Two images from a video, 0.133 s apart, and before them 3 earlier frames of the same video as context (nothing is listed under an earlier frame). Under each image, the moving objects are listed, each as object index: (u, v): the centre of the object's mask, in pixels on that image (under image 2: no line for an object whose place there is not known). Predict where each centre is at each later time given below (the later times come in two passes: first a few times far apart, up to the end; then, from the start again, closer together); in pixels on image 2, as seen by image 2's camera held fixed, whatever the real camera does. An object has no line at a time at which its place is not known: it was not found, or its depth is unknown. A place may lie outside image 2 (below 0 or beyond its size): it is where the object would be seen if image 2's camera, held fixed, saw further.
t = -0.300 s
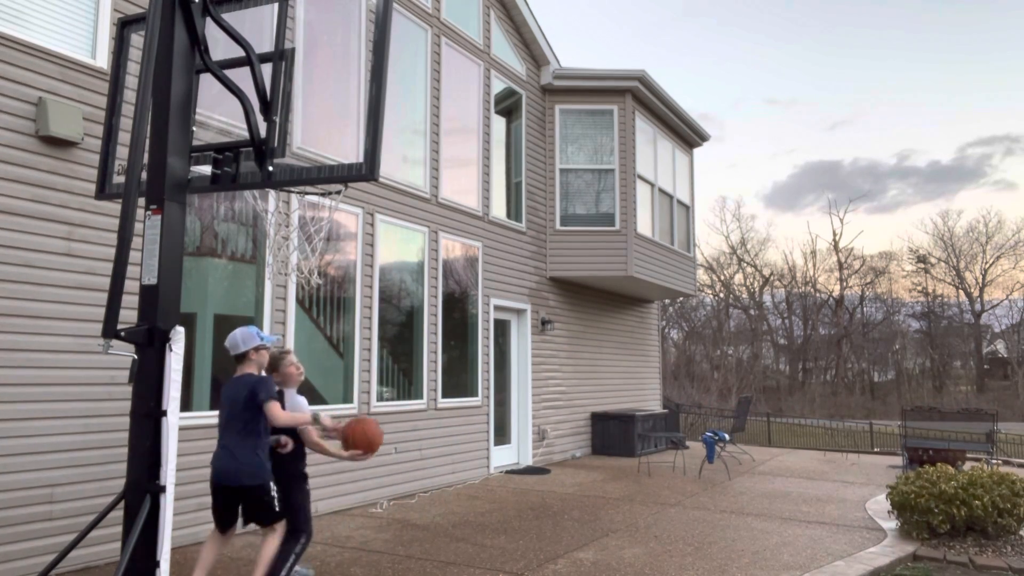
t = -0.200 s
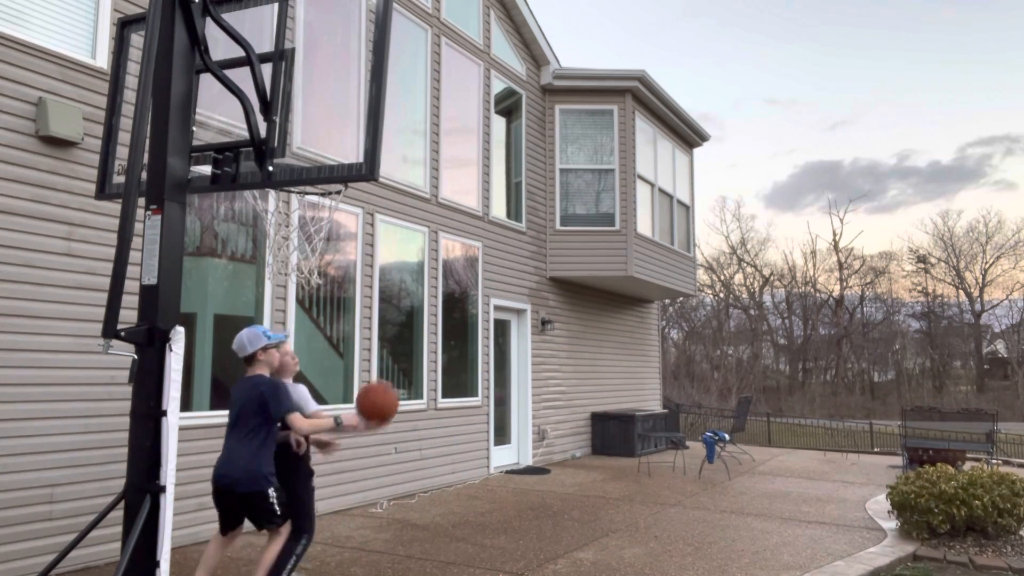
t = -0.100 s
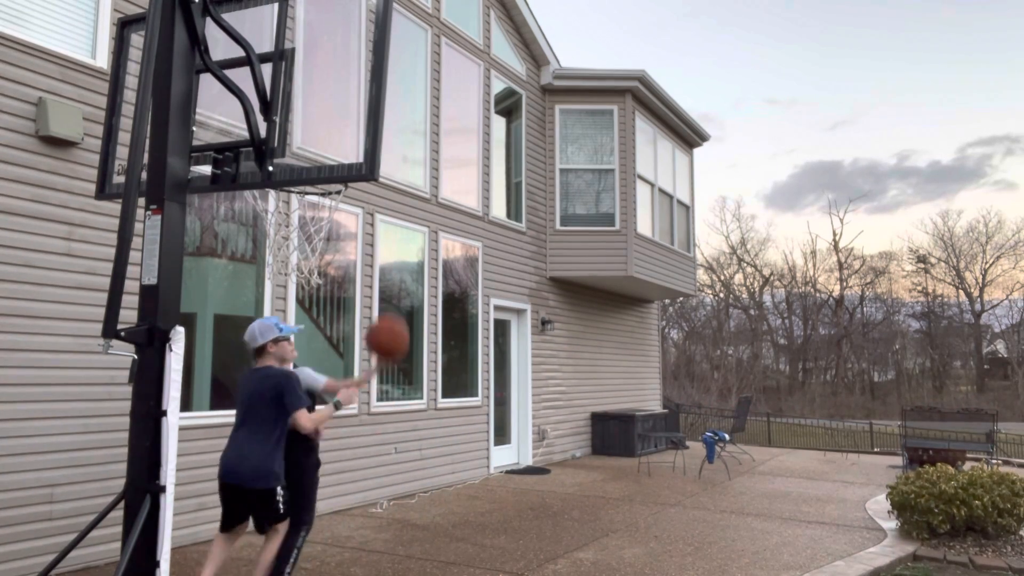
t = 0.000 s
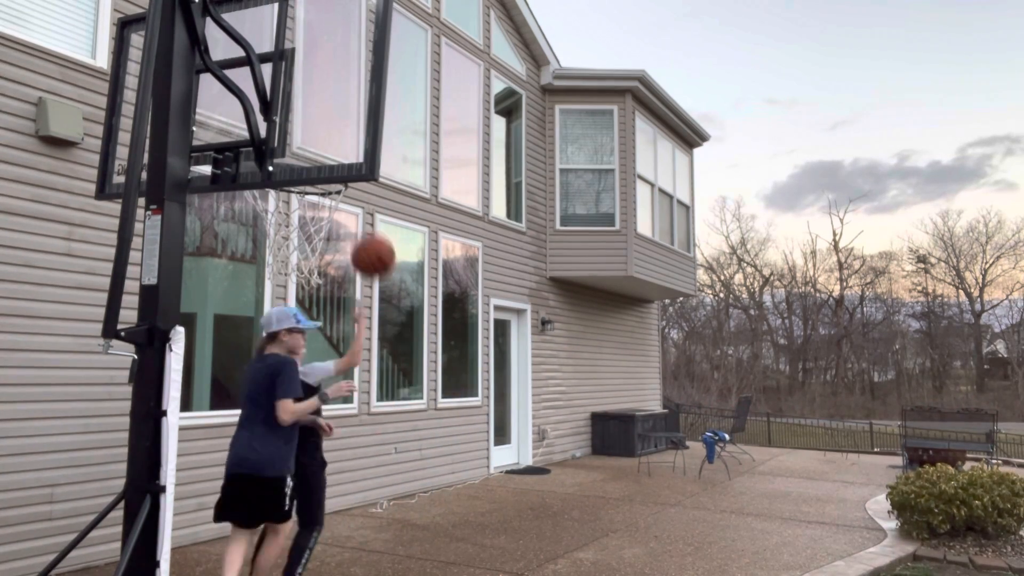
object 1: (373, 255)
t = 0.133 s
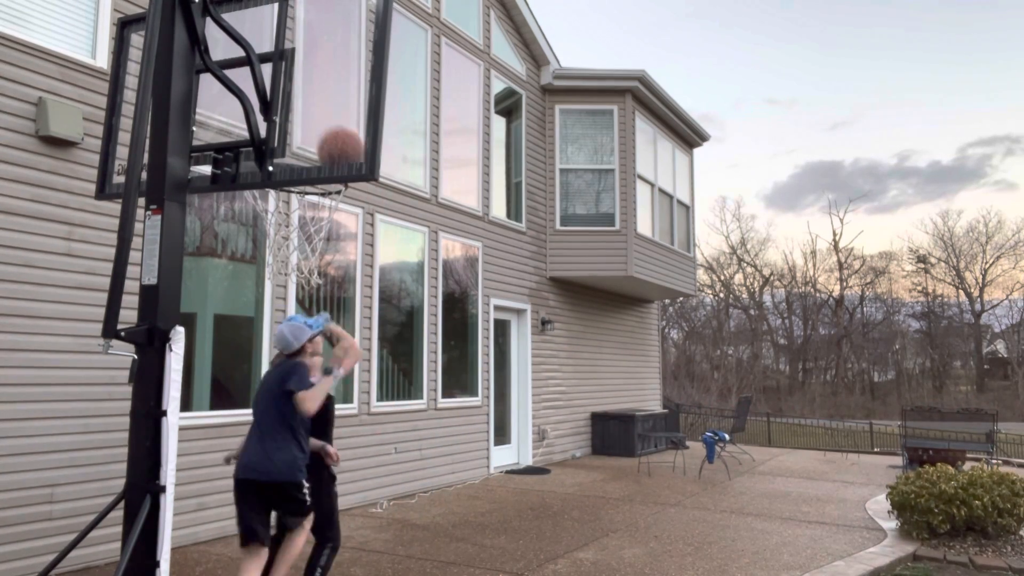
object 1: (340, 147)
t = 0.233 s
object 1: (319, 110)
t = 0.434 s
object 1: (267, 74)
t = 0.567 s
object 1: (230, 104)
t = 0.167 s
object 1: (334, 135)
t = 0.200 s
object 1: (327, 122)
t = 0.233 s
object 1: (319, 110)
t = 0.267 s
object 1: (313, 100)
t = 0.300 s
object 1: (308, 93)
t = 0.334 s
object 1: (305, 87)
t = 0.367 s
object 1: (301, 84)
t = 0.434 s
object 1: (267, 74)
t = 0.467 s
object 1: (253, 81)
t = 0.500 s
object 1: (251, 83)
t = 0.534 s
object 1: (235, 97)
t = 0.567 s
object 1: (230, 104)
